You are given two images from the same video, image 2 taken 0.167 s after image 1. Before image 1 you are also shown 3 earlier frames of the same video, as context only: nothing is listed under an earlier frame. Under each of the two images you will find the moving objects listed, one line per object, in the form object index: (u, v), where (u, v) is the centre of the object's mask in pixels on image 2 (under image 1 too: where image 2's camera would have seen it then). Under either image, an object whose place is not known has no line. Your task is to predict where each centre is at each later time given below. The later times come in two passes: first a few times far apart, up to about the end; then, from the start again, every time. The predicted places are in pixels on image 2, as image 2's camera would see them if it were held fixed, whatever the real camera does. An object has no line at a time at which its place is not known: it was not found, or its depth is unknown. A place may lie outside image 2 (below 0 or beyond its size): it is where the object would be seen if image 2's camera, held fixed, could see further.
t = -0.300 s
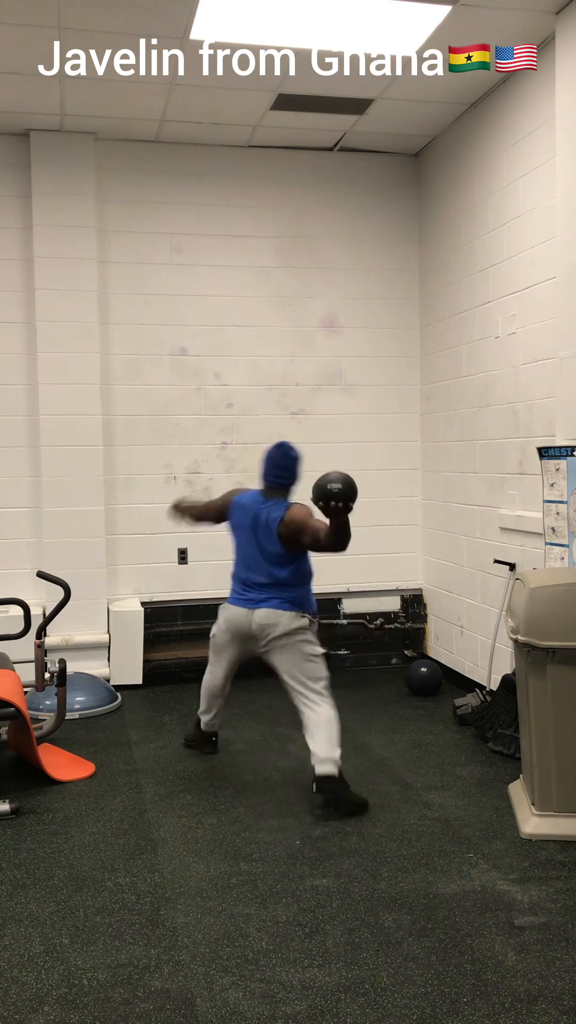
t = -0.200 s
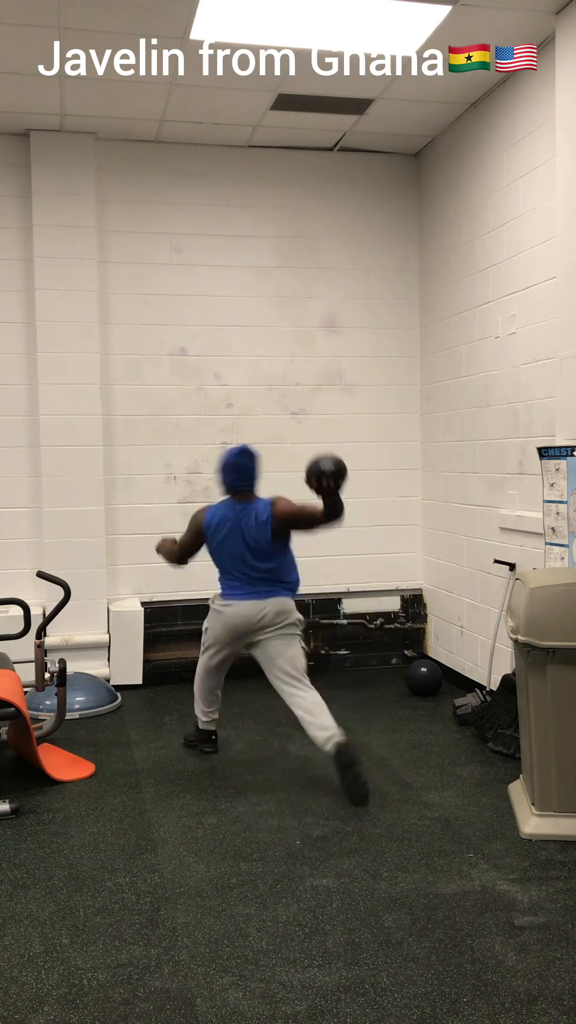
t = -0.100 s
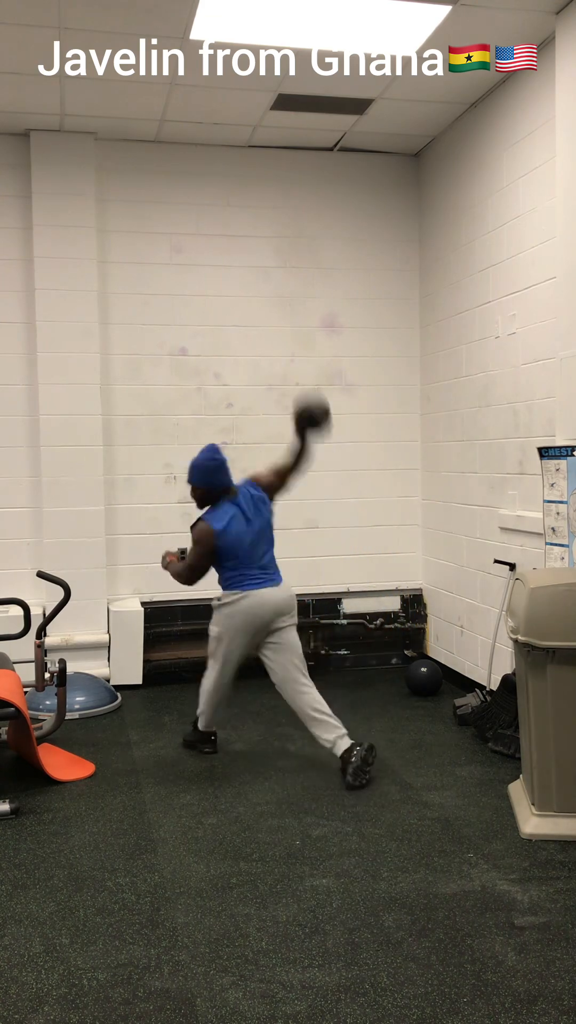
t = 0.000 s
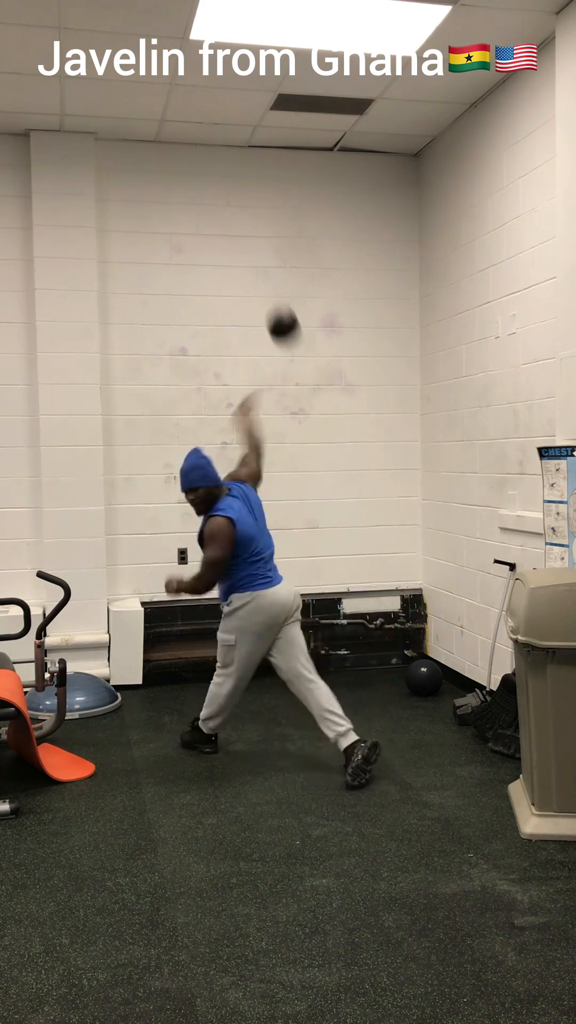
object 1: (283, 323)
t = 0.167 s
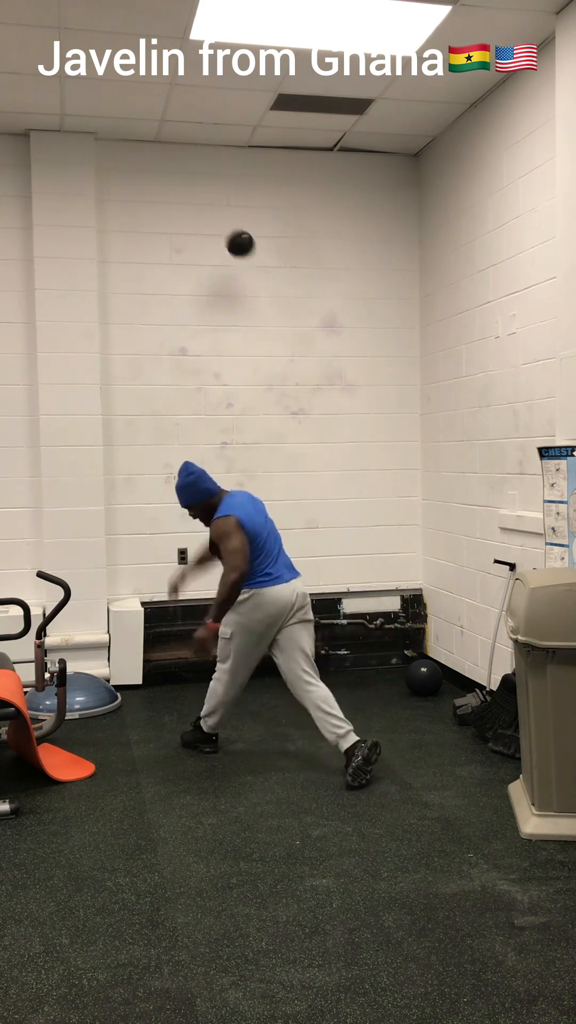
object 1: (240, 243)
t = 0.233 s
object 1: (227, 231)
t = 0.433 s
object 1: (225, 235)
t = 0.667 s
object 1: (225, 319)
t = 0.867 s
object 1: (226, 460)
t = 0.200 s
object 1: (233, 236)
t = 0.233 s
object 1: (227, 231)
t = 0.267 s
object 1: (227, 227)
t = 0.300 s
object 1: (226, 226)
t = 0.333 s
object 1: (226, 225)
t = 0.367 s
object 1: (226, 227)
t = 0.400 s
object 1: (225, 230)
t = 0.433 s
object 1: (225, 235)
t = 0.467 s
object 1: (225, 242)
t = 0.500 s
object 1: (225, 250)
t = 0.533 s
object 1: (225, 260)
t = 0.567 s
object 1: (225, 272)
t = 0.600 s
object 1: (225, 286)
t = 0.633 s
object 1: (225, 301)
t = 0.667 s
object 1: (225, 319)
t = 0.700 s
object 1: (225, 337)
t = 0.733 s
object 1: (225, 357)
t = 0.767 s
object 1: (225, 380)
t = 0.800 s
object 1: (225, 405)
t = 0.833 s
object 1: (226, 432)
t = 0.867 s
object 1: (226, 460)
